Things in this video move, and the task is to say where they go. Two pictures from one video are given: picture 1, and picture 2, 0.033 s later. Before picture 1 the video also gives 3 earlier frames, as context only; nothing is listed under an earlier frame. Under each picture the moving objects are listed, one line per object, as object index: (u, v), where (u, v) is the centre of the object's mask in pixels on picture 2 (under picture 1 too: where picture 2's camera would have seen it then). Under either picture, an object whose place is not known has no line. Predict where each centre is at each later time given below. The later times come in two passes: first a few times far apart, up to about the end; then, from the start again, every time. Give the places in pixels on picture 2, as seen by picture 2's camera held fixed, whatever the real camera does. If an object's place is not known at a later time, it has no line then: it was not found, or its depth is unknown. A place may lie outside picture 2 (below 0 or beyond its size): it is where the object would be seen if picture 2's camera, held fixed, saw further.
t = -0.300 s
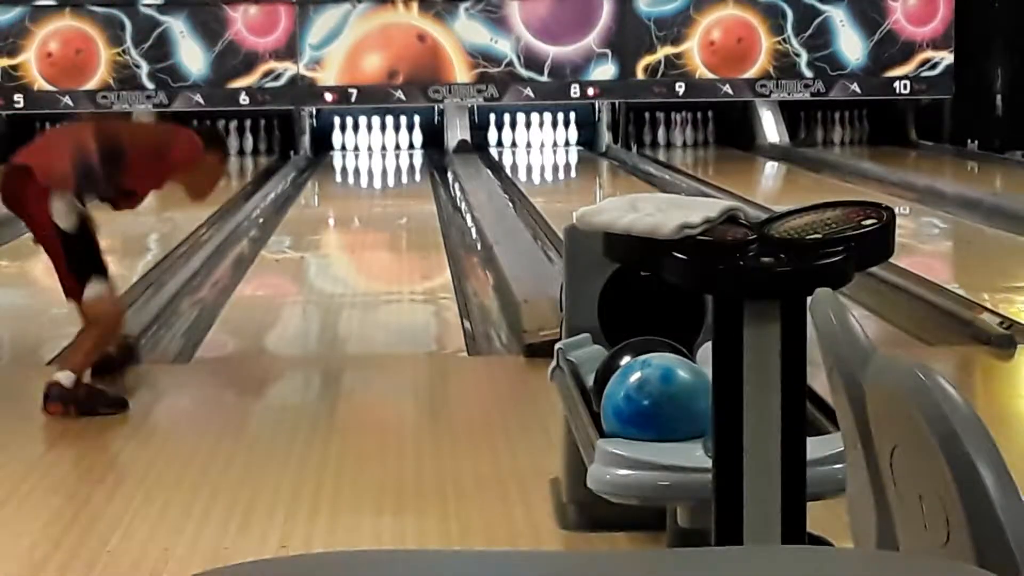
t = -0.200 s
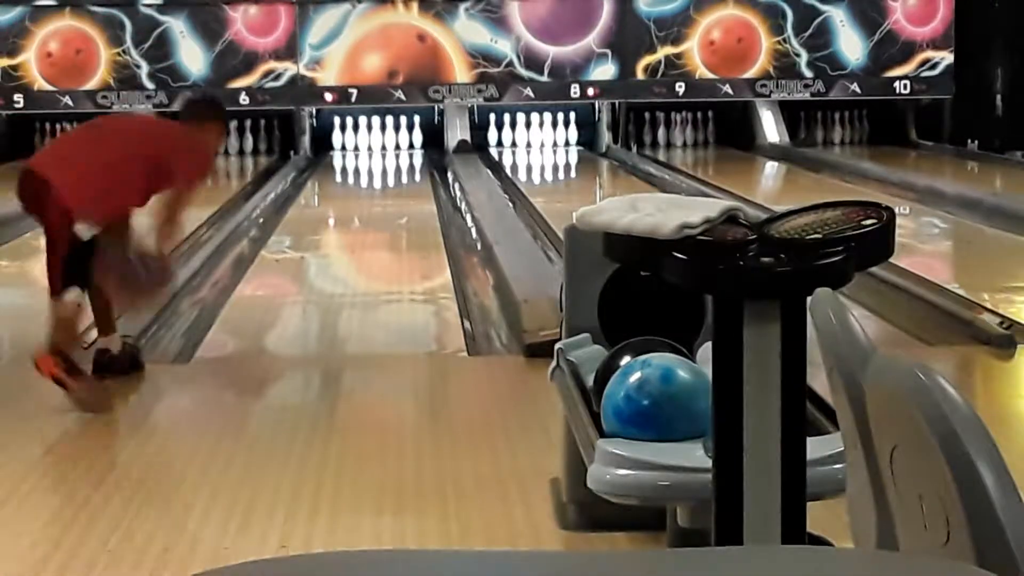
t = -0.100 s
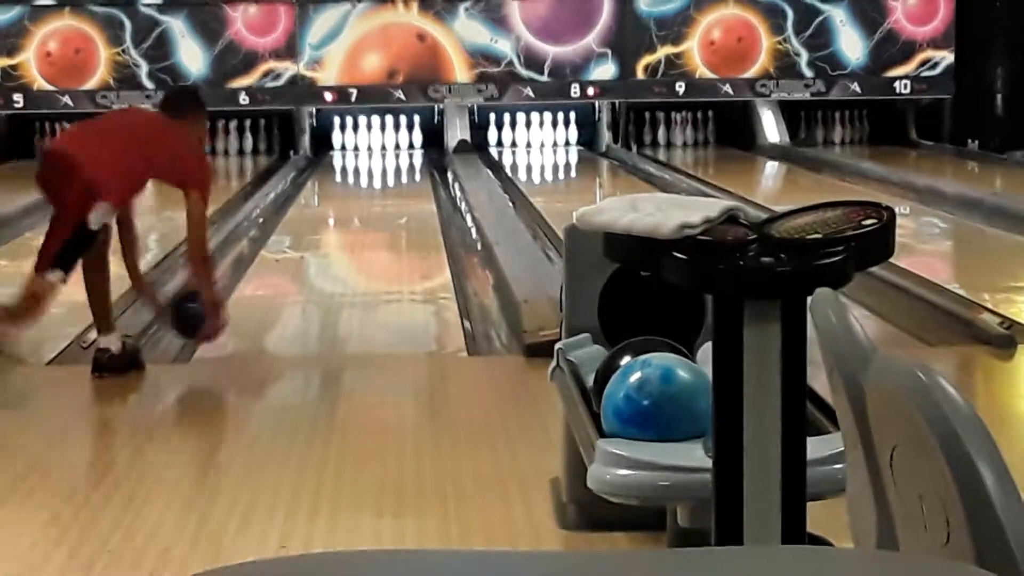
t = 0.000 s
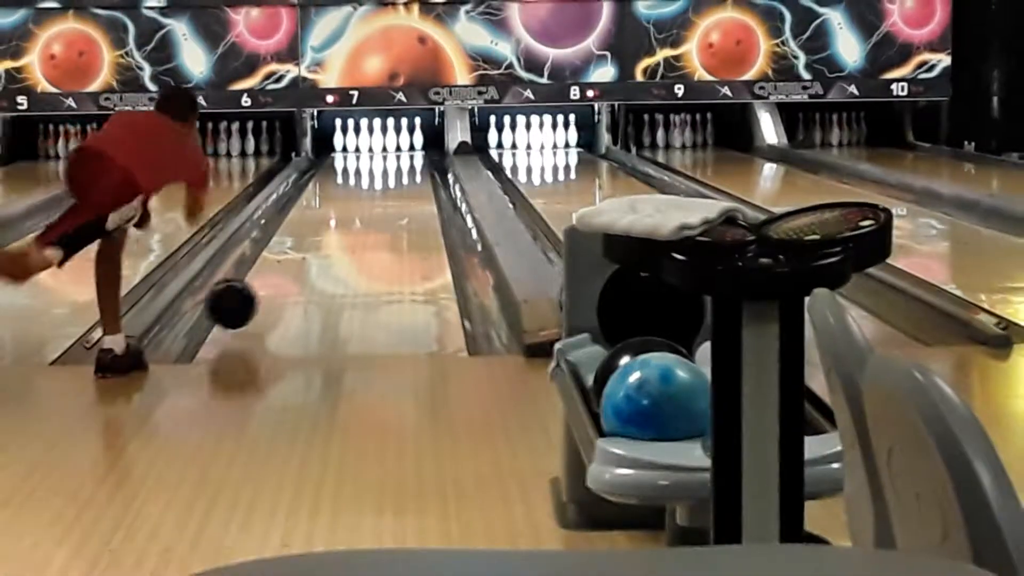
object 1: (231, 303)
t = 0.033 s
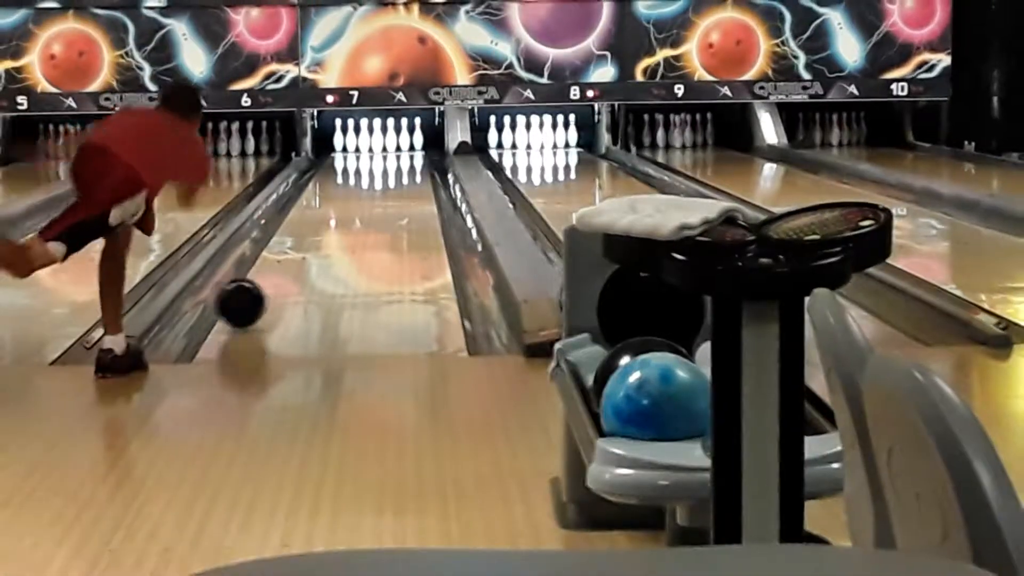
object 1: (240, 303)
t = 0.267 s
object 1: (289, 262)
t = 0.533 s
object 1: (327, 231)
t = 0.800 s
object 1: (353, 207)
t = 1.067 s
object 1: (374, 190)
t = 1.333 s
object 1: (388, 175)
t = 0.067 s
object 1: (249, 297)
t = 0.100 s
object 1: (256, 291)
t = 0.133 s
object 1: (263, 285)
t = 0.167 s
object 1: (270, 279)
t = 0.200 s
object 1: (277, 273)
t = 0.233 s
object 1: (283, 268)
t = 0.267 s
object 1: (289, 262)
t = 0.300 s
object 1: (294, 258)
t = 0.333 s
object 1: (299, 254)
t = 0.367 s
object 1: (305, 250)
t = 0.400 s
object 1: (309, 246)
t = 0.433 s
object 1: (314, 242)
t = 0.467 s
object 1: (318, 238)
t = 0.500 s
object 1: (323, 234)
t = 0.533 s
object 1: (327, 231)
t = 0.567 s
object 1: (330, 228)
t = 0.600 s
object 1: (334, 225)
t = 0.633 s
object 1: (338, 221)
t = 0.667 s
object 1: (341, 219)
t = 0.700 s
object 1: (344, 216)
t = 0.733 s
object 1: (348, 213)
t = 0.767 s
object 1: (350, 210)
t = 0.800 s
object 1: (353, 207)
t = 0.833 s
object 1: (356, 205)
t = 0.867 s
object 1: (359, 203)
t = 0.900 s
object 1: (361, 200)
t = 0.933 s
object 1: (363, 198)
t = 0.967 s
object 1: (364, 196)
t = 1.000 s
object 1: (368, 193)
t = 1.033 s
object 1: (371, 191)
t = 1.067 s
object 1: (374, 190)
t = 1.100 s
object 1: (376, 189)
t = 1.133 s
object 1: (378, 186)
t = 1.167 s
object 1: (379, 184)
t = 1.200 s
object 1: (381, 182)
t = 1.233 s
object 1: (385, 180)
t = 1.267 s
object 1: (385, 178)
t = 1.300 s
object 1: (386, 177)
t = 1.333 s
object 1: (388, 175)
